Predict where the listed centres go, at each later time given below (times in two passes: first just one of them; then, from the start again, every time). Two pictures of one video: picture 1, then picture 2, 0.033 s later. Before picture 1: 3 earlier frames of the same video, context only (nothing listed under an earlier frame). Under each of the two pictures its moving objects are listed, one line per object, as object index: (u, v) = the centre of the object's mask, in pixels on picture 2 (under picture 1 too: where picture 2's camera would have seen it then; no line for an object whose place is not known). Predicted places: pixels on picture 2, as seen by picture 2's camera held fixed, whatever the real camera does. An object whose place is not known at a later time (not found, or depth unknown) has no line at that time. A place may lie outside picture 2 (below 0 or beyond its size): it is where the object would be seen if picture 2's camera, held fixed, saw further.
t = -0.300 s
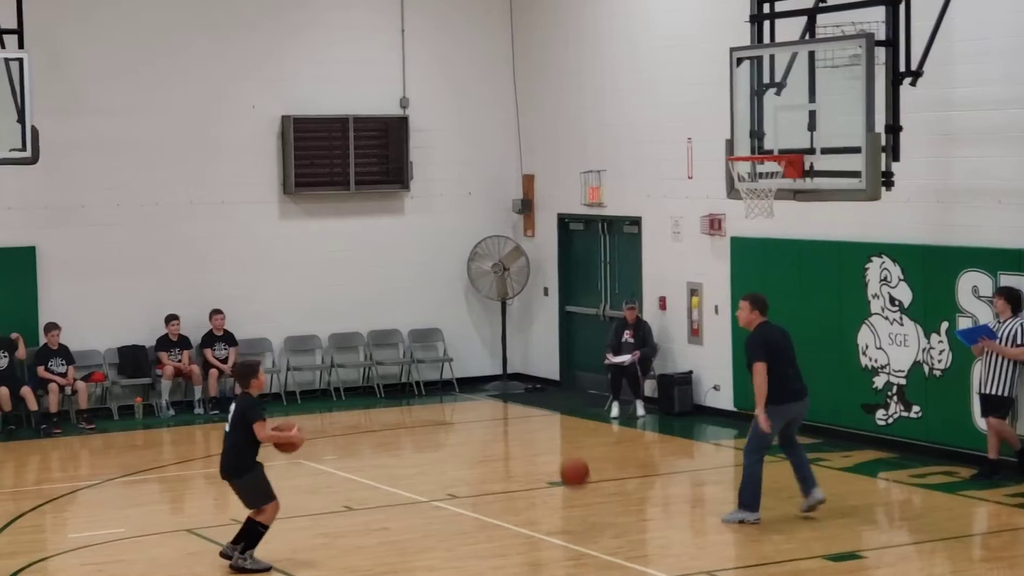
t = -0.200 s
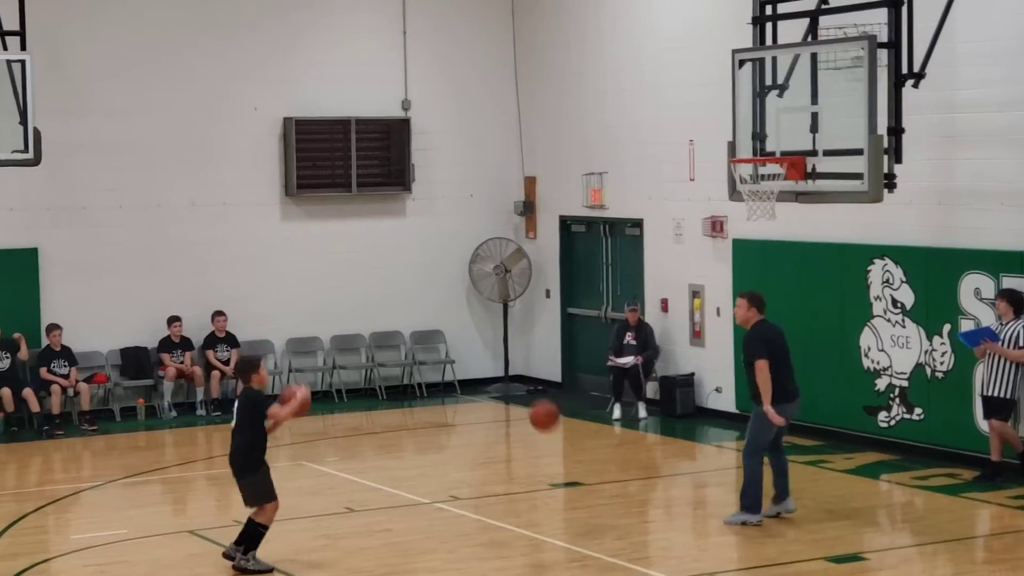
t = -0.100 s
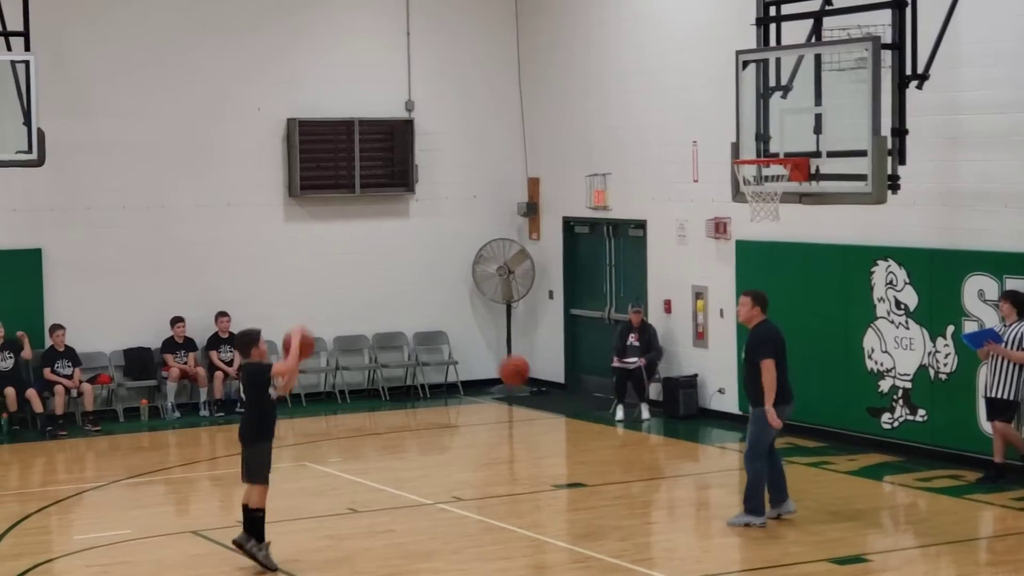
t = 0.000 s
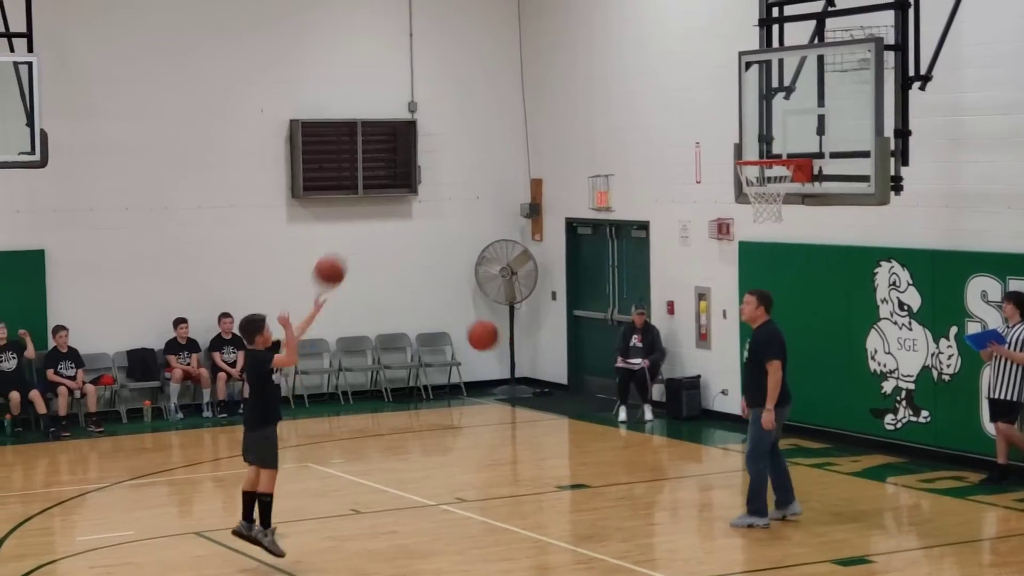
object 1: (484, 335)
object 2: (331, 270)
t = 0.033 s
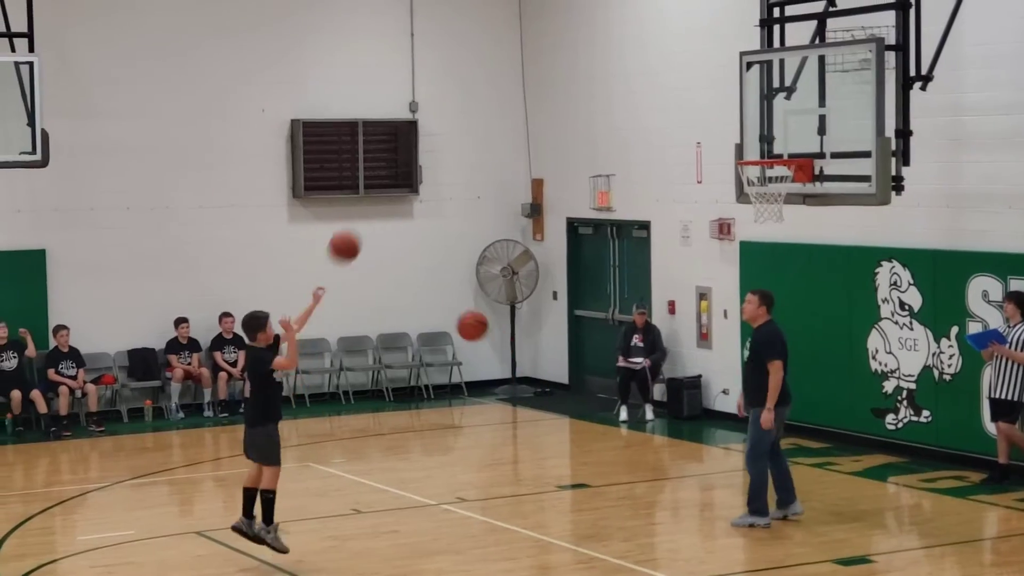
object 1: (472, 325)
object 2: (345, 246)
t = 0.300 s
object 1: (377, 303)
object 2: (455, 106)
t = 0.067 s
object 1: (461, 317)
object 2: (359, 223)
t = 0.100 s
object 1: (449, 311)
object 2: (373, 200)
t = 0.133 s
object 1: (437, 306)
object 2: (386, 181)
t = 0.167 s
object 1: (425, 302)
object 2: (399, 164)
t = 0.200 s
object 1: (414, 300)
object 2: (412, 148)
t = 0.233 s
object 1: (401, 300)
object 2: (427, 132)
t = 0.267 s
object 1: (390, 300)
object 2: (441, 118)
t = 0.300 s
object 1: (377, 303)
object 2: (455, 106)
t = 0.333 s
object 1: (365, 307)
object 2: (468, 96)
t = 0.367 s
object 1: (353, 313)
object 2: (481, 87)
